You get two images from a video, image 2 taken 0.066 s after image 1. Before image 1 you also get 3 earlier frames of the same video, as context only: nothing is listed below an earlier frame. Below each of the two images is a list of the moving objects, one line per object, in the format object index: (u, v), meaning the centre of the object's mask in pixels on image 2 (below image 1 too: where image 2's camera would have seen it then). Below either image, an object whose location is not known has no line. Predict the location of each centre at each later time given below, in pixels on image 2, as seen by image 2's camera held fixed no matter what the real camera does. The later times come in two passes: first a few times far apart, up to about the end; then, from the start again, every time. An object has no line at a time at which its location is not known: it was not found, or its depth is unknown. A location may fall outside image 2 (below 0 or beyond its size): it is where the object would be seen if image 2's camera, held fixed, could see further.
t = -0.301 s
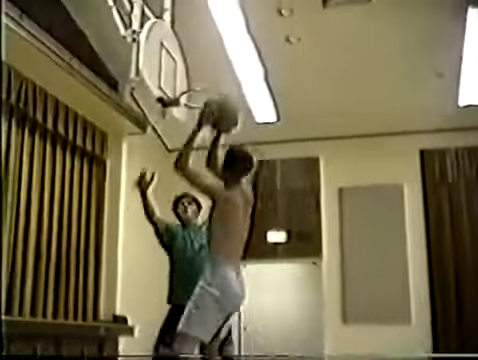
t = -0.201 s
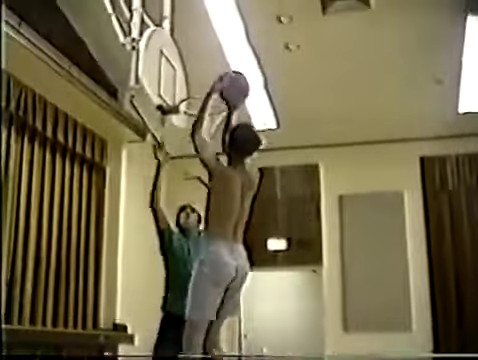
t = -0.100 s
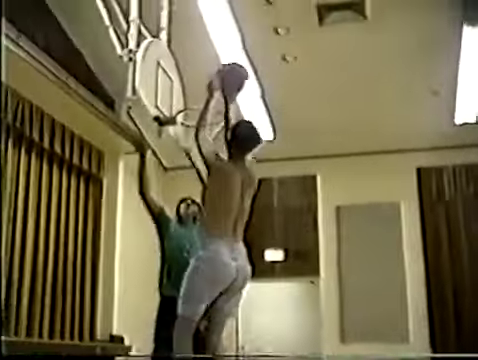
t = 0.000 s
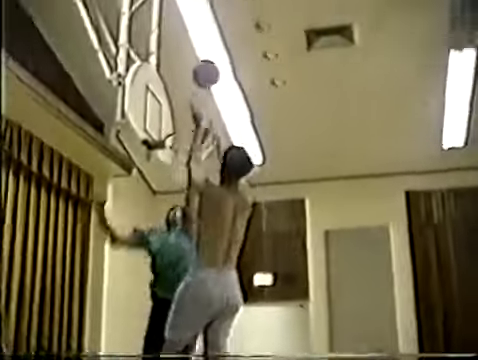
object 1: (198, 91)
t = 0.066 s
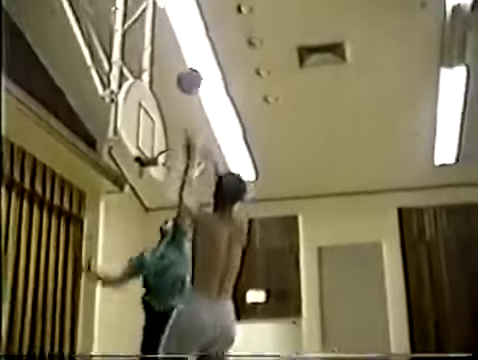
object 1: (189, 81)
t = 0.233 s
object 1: (170, 78)
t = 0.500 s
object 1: (156, 117)
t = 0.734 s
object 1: (191, 166)
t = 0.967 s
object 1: (188, 172)
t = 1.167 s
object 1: (181, 200)
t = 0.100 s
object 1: (185, 78)
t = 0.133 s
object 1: (181, 76)
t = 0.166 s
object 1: (178, 76)
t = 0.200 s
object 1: (175, 76)
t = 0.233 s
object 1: (170, 78)
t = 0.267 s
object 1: (168, 81)
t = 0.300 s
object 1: (164, 84)
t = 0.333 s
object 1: (162, 88)
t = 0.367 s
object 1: (160, 93)
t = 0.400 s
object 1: (156, 99)
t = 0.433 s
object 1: (152, 105)
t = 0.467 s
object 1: (149, 111)
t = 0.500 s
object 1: (156, 117)
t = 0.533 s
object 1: (162, 124)
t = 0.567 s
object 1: (168, 132)
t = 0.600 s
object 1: (173, 140)
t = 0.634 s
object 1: (178, 152)
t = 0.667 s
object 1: (185, 161)
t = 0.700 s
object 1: (187, 162)
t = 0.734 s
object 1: (191, 166)
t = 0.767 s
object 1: (192, 169)
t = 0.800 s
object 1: (194, 168)
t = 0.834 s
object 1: (194, 169)
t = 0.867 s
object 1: (192, 170)
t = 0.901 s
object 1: (190, 170)
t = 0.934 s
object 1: (189, 170)
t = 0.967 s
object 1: (188, 172)
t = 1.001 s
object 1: (186, 174)
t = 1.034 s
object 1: (185, 178)
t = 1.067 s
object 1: (184, 182)
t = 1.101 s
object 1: (182, 188)
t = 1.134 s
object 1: (181, 194)
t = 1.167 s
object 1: (181, 200)
